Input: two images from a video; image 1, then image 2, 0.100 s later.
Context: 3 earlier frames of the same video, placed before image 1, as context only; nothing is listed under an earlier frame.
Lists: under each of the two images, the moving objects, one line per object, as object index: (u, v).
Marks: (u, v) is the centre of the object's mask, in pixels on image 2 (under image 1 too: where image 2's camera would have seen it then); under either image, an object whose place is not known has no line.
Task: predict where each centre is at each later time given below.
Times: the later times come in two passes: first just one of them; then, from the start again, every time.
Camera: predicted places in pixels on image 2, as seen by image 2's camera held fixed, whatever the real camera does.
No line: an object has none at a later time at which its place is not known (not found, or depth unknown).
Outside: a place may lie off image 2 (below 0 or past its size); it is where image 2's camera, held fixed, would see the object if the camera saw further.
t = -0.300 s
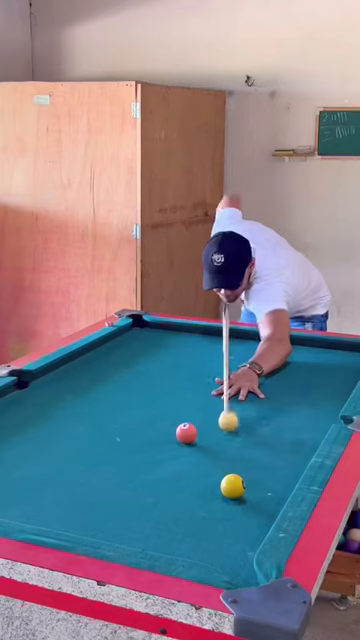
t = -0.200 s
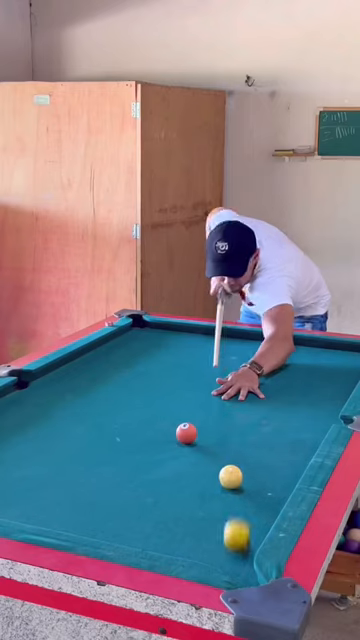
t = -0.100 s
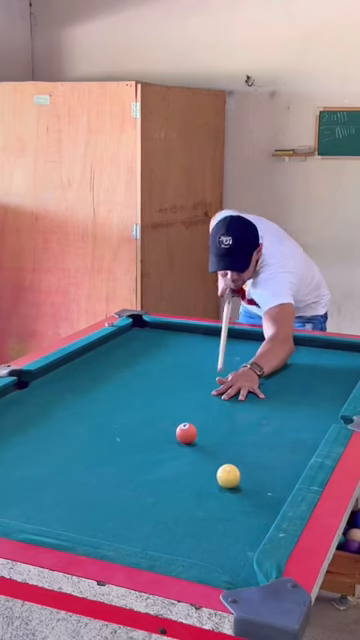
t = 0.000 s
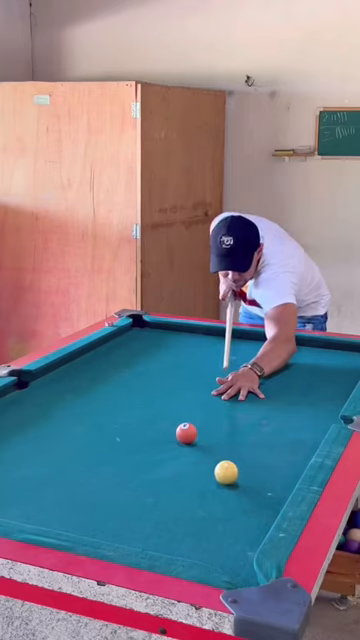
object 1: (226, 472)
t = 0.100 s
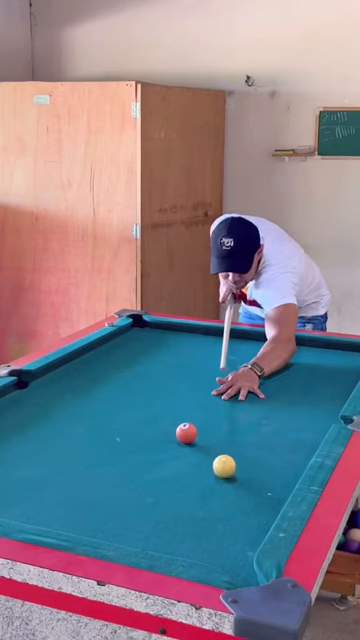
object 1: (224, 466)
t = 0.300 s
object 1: (221, 448)
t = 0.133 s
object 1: (223, 463)
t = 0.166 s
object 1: (223, 461)
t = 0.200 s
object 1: (222, 458)
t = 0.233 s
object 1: (221, 455)
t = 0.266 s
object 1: (221, 452)
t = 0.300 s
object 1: (221, 448)
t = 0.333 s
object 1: (220, 445)
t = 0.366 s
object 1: (220, 441)
